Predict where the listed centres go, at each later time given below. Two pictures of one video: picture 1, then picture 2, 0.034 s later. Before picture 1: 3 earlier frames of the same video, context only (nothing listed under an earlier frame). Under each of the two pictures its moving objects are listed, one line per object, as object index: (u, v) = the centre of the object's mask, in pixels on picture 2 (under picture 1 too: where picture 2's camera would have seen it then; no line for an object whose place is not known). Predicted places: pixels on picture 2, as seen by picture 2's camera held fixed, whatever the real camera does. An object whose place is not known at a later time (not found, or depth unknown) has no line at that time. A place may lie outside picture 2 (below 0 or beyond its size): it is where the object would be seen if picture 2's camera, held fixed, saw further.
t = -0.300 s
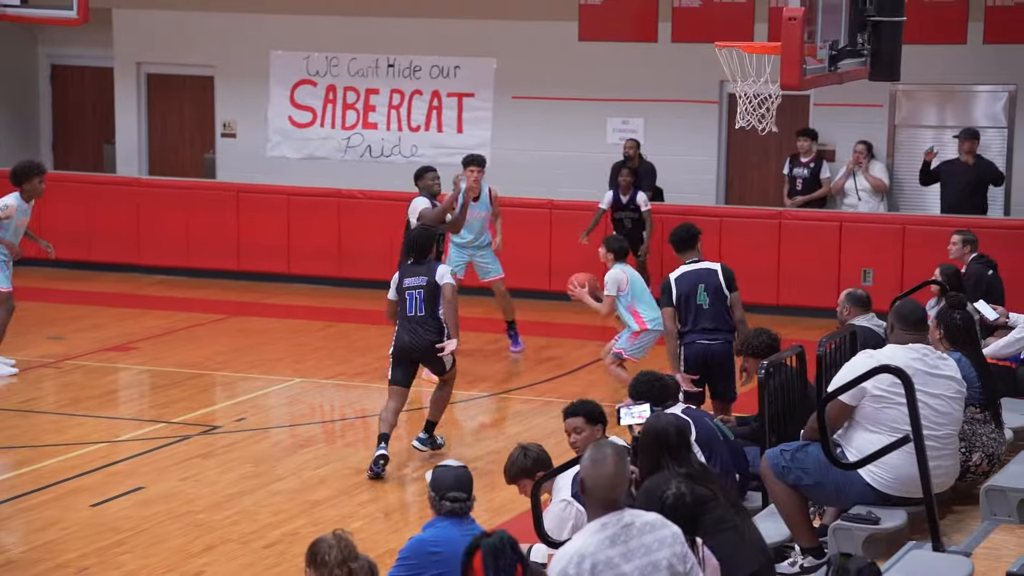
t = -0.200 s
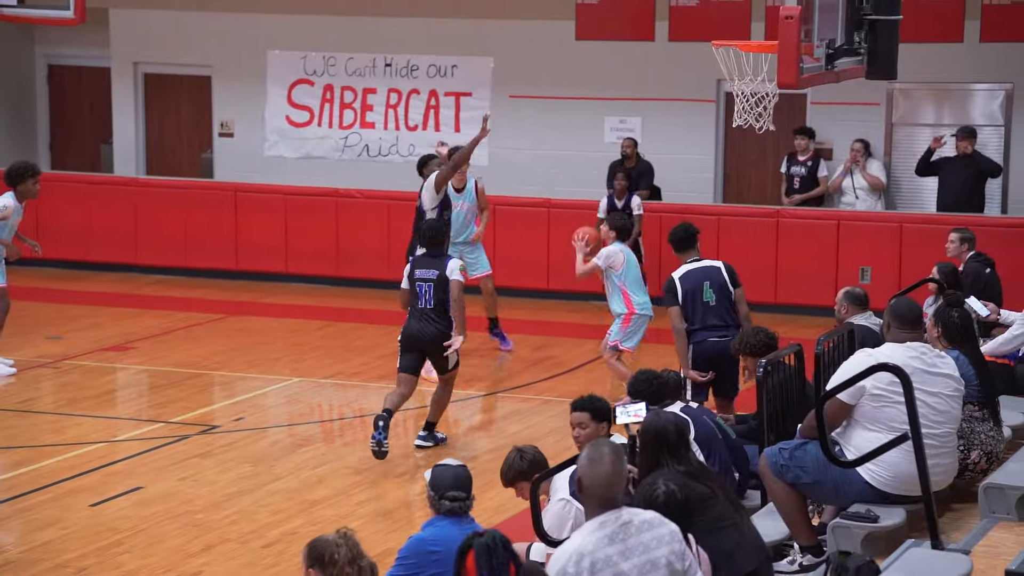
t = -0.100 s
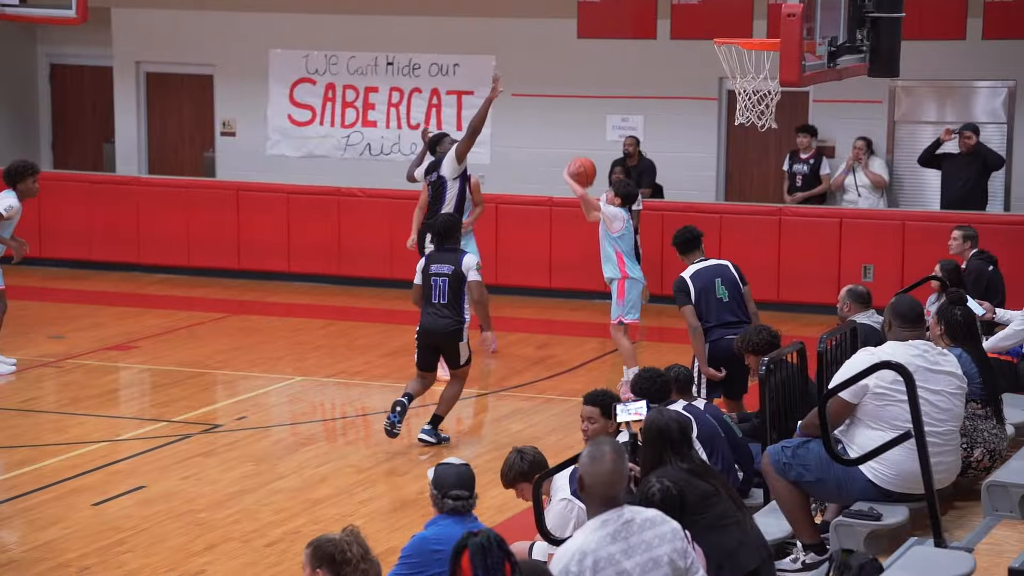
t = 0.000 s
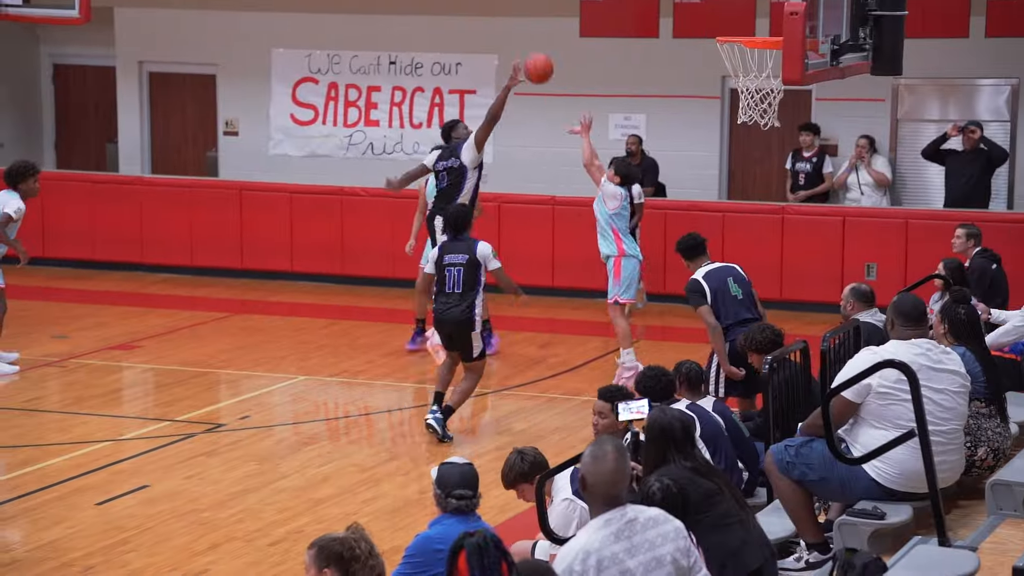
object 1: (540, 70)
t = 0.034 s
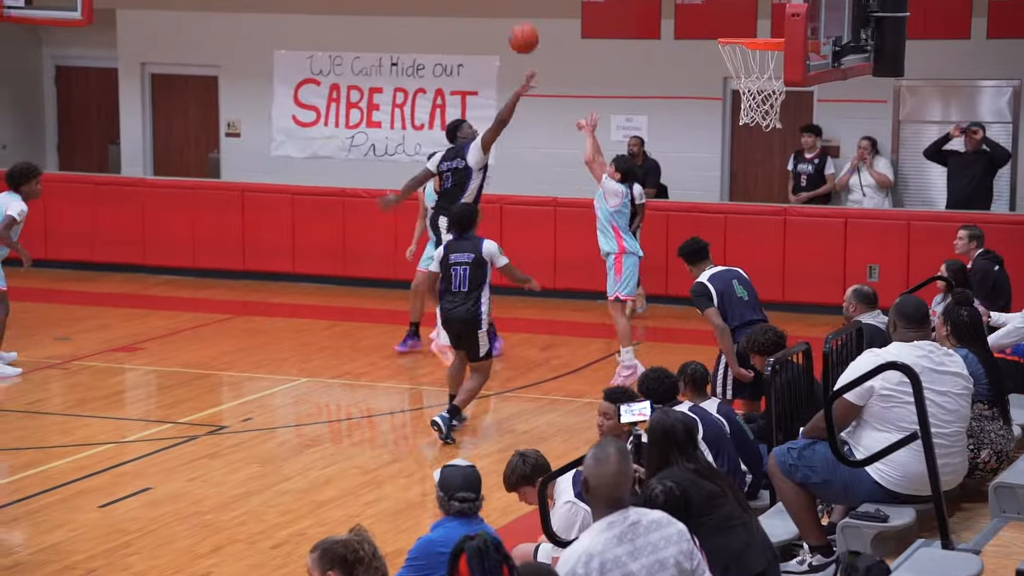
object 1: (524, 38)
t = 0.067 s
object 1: (507, 7)
